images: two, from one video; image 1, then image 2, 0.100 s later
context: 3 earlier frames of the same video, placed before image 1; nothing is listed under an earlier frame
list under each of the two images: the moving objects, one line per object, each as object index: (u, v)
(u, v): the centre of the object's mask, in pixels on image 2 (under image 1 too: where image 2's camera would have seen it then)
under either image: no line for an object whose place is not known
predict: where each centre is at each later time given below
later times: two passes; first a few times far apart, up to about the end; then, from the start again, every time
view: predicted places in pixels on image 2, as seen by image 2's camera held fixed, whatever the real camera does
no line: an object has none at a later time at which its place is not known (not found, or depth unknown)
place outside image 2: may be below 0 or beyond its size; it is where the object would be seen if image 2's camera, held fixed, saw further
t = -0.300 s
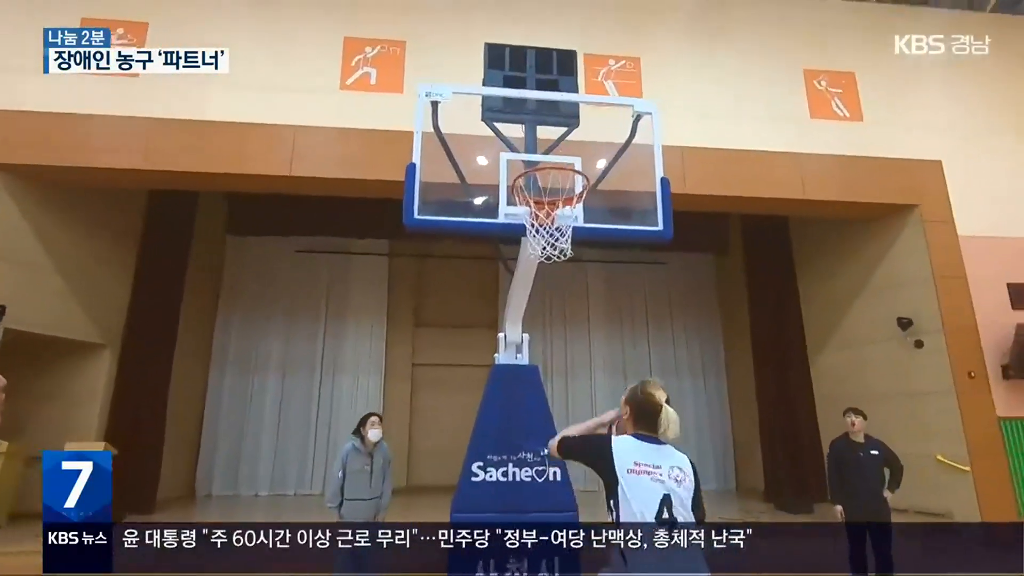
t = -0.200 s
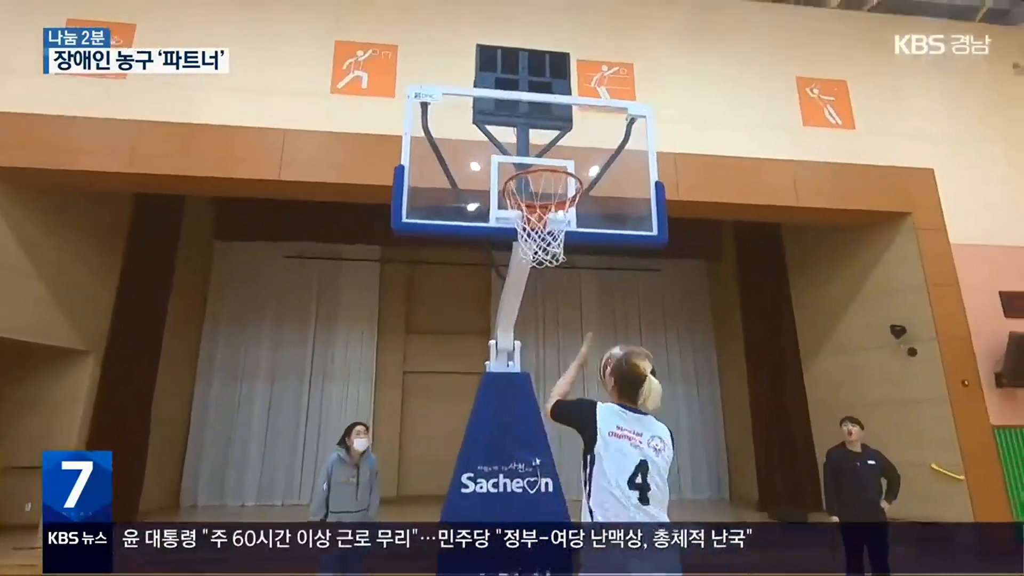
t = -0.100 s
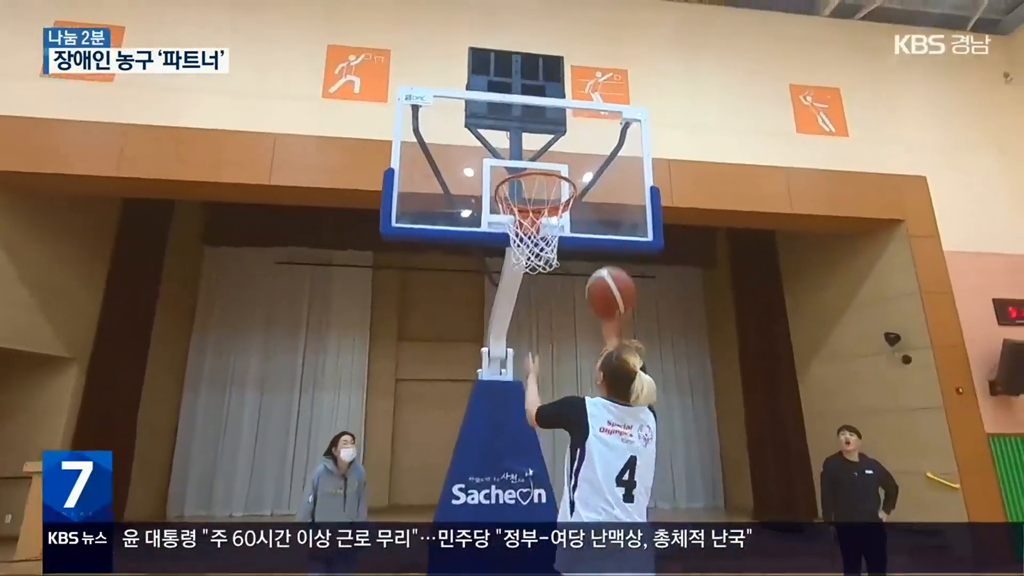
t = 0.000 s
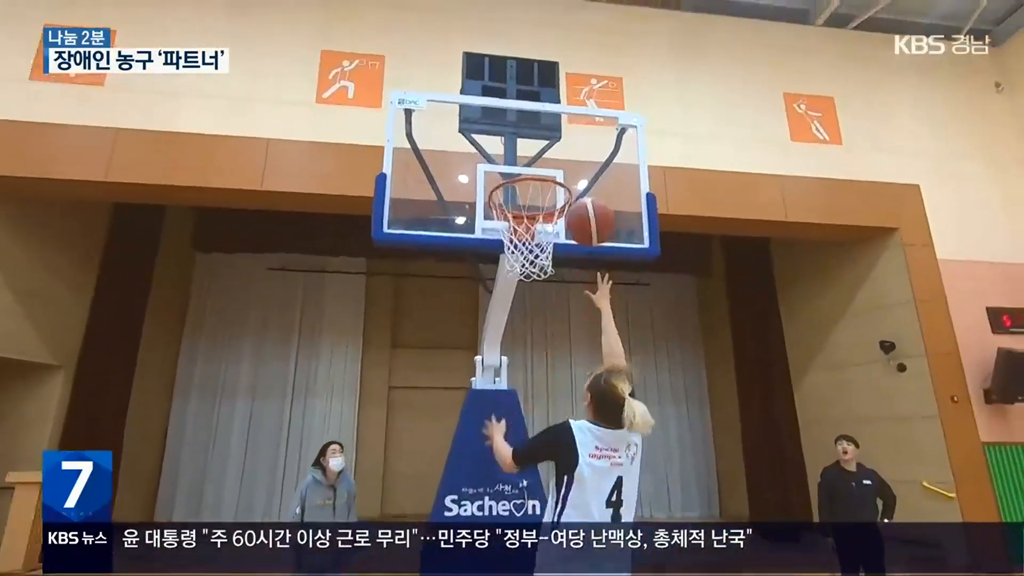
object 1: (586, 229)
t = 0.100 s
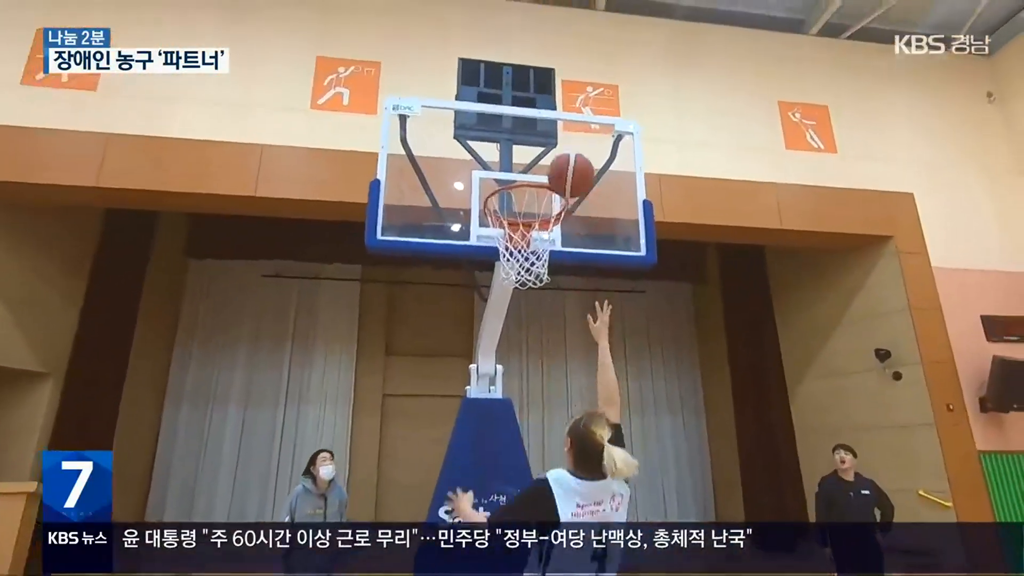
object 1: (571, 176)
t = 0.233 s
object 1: (552, 133)
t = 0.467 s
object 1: (525, 129)
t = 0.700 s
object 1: (512, 163)
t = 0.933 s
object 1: (523, 212)
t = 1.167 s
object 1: (531, 332)
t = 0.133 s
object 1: (566, 162)
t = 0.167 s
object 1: (561, 150)
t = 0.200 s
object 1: (556, 141)
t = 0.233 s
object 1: (552, 133)
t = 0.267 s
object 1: (548, 127)
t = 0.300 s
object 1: (545, 123)
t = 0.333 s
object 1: (541, 122)
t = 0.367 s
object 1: (537, 122)
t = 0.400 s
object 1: (534, 122)
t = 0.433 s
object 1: (528, 124)
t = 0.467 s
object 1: (525, 129)
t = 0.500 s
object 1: (522, 136)
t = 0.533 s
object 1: (518, 144)
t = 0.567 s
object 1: (514, 153)
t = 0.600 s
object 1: (510, 164)
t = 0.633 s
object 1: (510, 164)
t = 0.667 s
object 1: (511, 163)
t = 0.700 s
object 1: (512, 163)
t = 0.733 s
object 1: (513, 164)
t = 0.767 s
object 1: (514, 166)
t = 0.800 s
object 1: (515, 172)
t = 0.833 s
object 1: (517, 181)
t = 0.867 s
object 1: (518, 190)
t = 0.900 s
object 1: (520, 203)
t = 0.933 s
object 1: (523, 212)
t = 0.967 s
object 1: (524, 229)
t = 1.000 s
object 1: (524, 239)
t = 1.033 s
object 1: (527, 260)
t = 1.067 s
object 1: (527, 283)
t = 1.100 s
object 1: (527, 293)
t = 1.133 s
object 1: (529, 311)
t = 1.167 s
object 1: (531, 332)
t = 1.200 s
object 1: (533, 357)
